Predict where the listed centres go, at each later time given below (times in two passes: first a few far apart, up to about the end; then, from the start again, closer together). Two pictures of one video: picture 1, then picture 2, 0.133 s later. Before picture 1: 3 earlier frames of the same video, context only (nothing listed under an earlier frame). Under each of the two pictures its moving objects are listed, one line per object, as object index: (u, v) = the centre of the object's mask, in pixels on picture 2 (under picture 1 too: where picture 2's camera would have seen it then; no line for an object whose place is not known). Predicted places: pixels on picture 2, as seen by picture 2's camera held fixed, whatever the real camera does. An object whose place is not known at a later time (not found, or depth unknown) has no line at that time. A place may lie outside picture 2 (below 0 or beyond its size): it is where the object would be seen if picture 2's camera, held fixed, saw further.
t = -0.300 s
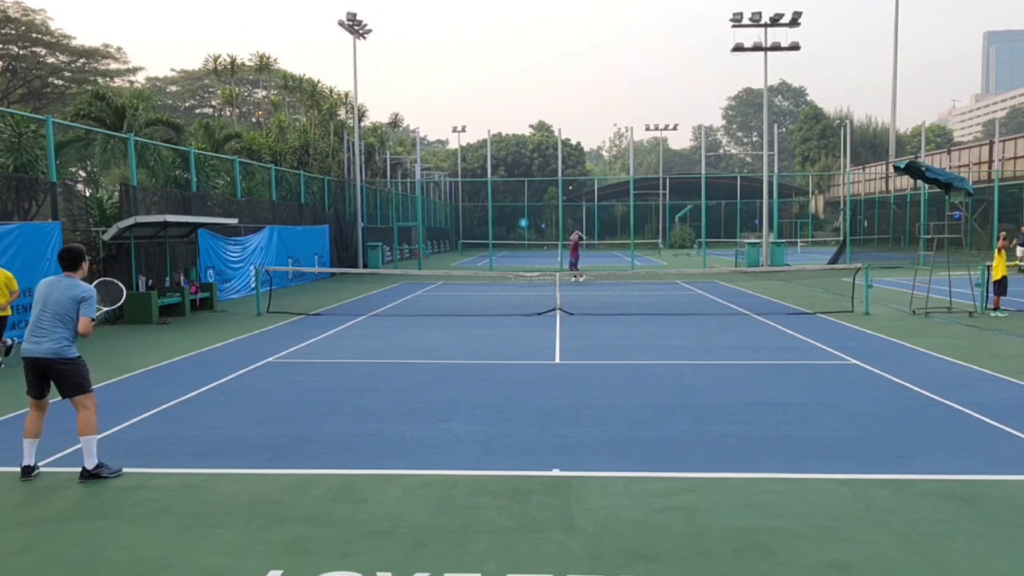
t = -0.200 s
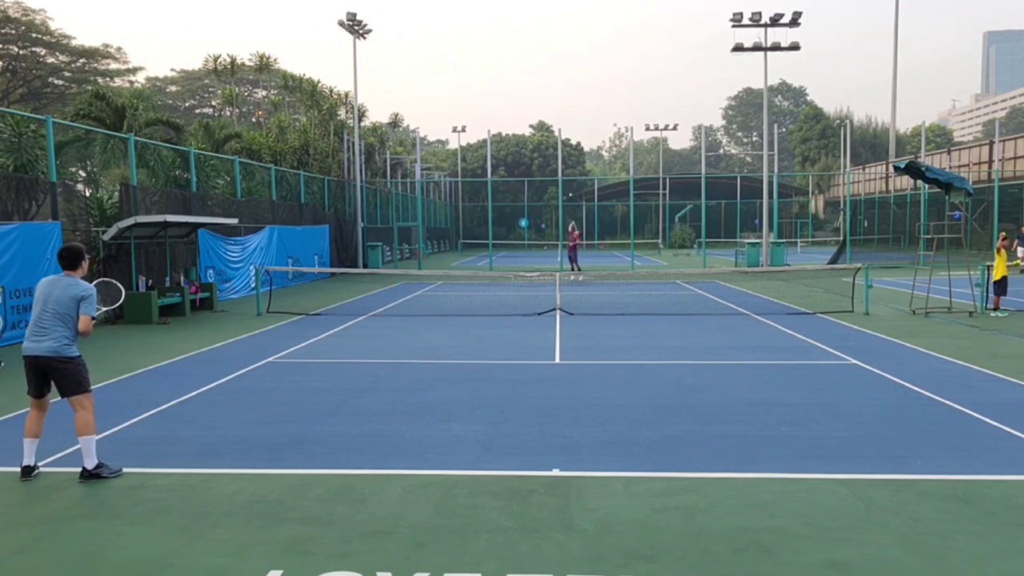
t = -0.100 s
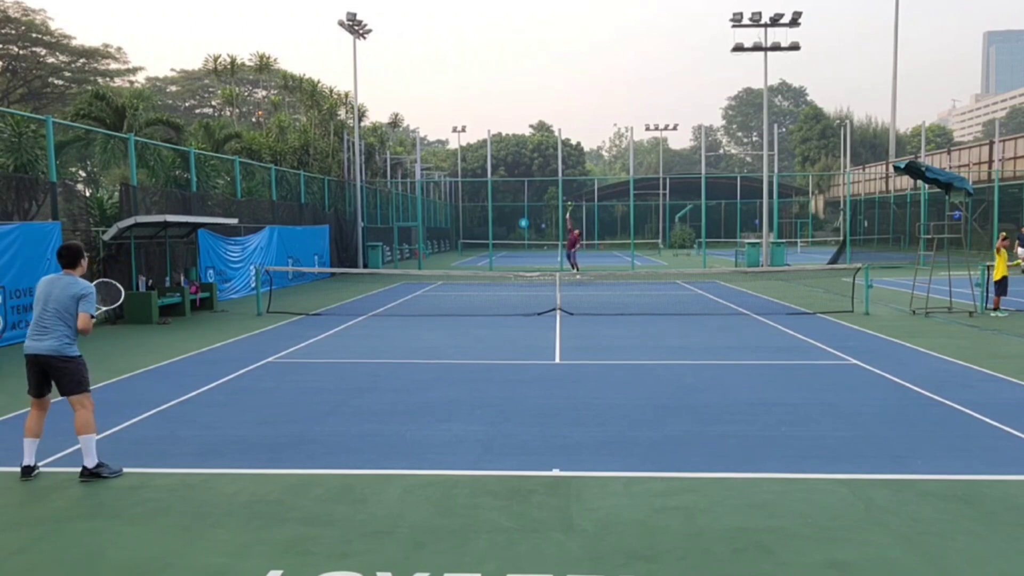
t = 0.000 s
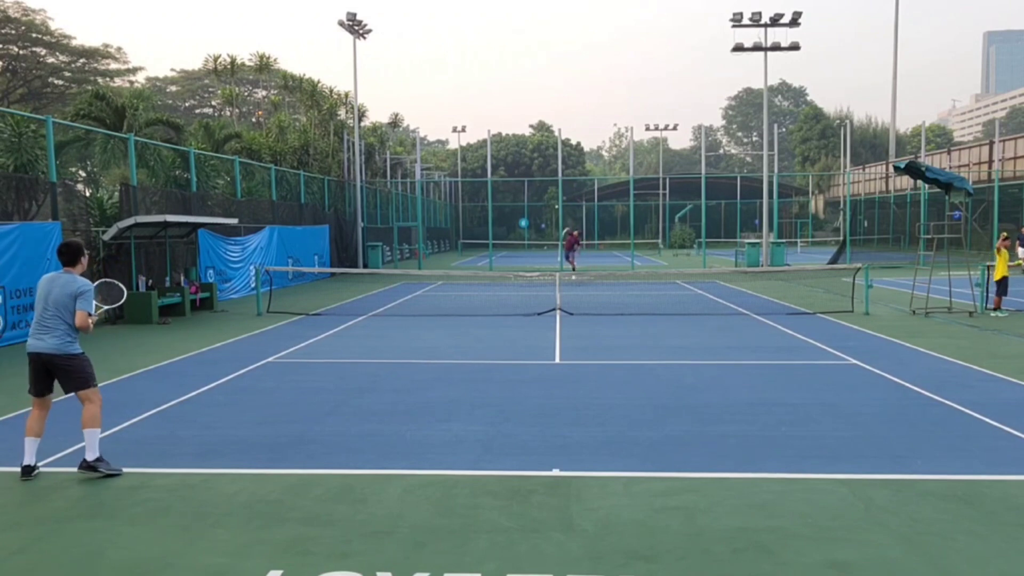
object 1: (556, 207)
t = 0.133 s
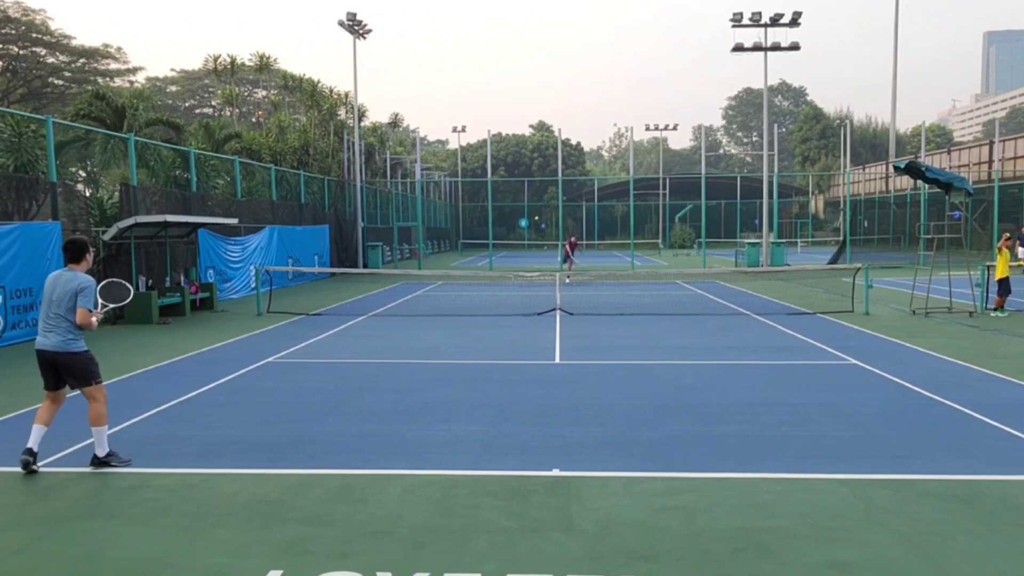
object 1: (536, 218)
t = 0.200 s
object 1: (525, 228)
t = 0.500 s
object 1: (450, 320)
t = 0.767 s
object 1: (365, 307)
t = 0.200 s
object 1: (525, 228)
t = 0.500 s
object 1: (450, 320)
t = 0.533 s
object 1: (437, 337)
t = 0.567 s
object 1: (428, 338)
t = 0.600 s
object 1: (419, 332)
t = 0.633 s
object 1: (410, 326)
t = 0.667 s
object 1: (400, 320)
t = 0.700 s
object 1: (389, 315)
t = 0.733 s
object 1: (377, 310)
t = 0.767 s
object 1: (365, 307)
